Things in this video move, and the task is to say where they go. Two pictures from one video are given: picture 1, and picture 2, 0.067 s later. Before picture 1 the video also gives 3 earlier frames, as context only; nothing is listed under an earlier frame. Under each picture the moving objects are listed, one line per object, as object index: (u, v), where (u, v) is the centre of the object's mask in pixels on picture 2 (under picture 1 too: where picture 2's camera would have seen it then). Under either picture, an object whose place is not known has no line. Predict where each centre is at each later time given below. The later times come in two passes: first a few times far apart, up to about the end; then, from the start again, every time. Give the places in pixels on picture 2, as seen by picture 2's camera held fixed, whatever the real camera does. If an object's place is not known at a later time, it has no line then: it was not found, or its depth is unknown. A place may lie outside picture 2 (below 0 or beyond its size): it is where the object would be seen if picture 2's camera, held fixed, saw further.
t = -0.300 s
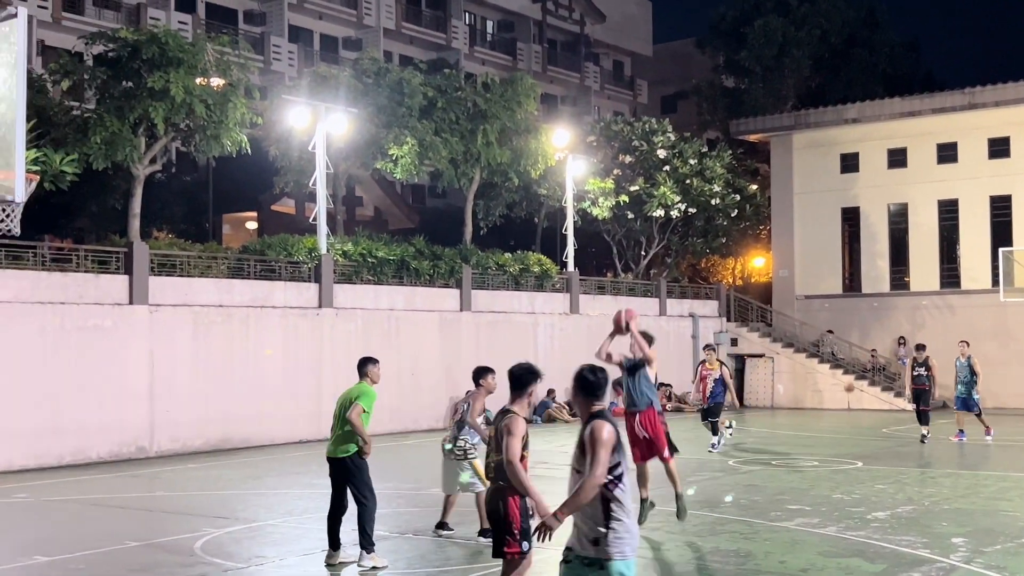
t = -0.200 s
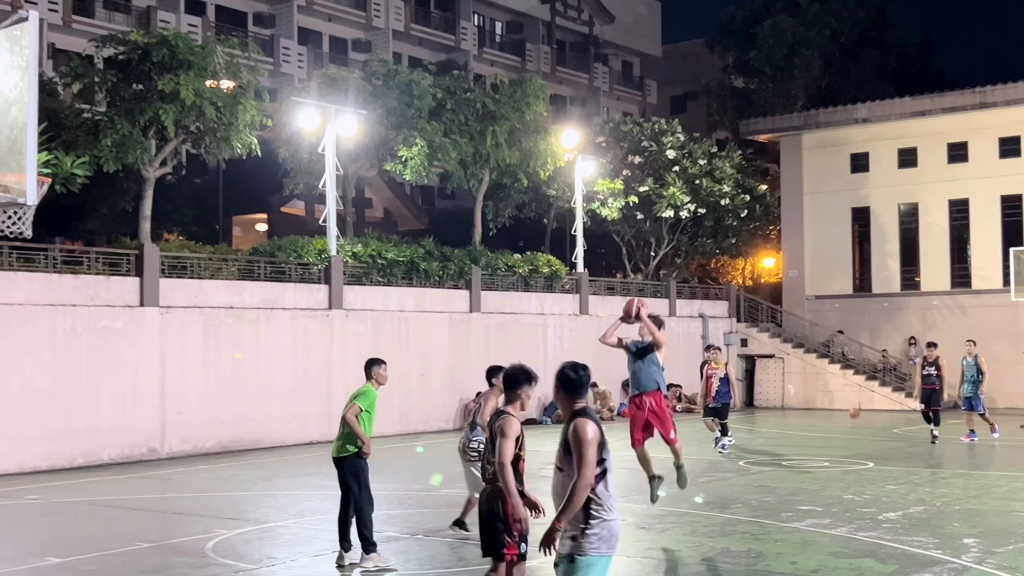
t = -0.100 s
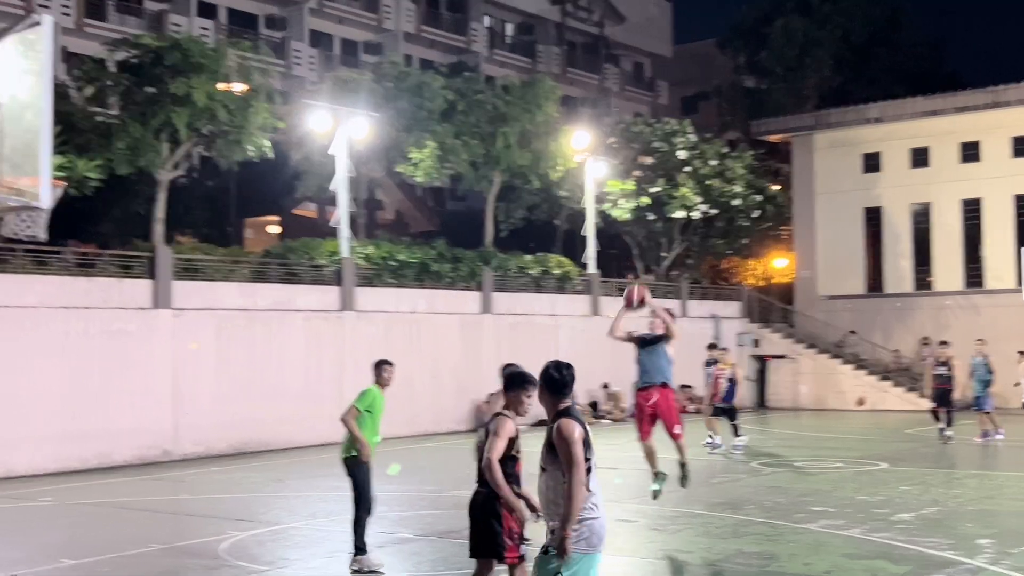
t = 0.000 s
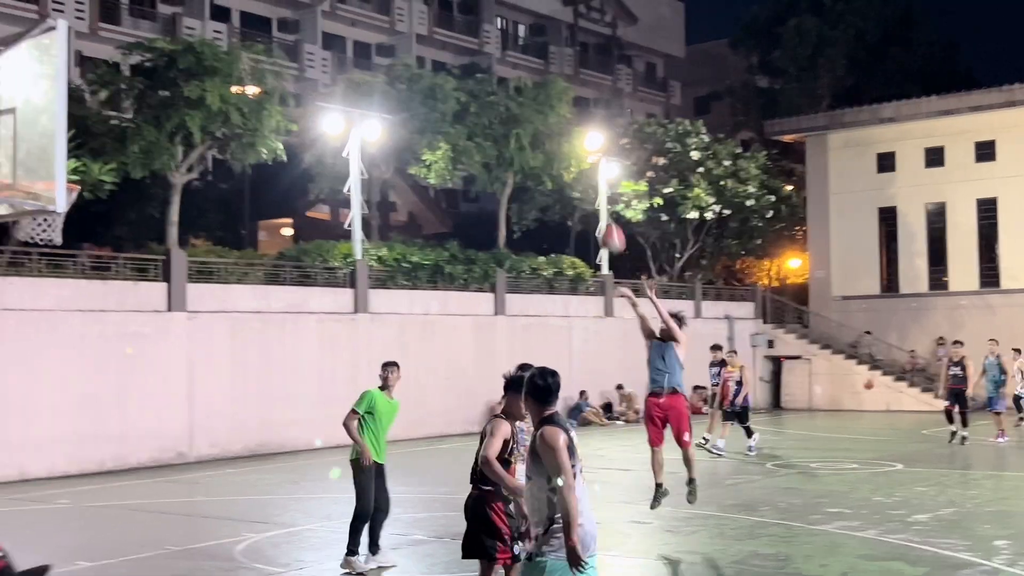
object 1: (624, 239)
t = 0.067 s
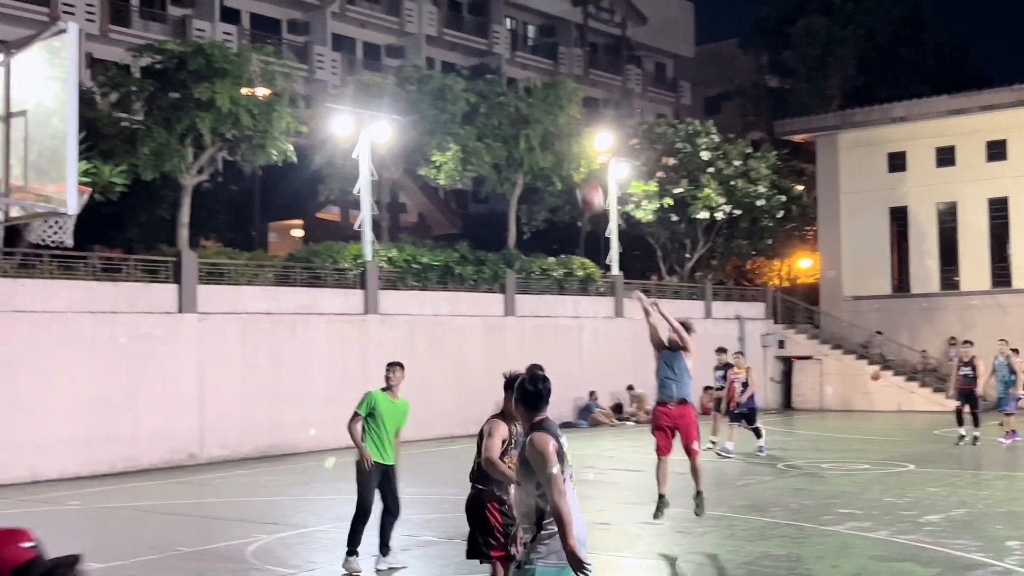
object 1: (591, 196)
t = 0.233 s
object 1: (512, 109)
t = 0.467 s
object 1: (398, 34)
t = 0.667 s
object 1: (290, 17)
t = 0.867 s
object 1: (176, 47)
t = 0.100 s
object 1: (574, 176)
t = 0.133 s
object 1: (559, 157)
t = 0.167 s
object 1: (544, 140)
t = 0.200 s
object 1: (528, 124)
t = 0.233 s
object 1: (512, 109)
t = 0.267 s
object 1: (496, 95)
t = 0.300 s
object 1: (480, 82)
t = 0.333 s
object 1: (464, 71)
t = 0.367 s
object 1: (447, 59)
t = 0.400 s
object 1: (432, 50)
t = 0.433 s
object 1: (415, 42)
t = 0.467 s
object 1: (398, 34)
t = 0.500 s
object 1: (382, 27)
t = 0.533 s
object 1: (363, 22)
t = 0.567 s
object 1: (345, 17)
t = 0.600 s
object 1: (327, 17)
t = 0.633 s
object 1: (309, 16)
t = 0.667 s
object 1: (290, 17)
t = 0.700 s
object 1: (272, 19)
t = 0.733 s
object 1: (252, 22)
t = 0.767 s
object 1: (235, 24)
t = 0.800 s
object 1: (215, 31)
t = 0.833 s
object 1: (196, 39)
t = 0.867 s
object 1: (176, 47)
